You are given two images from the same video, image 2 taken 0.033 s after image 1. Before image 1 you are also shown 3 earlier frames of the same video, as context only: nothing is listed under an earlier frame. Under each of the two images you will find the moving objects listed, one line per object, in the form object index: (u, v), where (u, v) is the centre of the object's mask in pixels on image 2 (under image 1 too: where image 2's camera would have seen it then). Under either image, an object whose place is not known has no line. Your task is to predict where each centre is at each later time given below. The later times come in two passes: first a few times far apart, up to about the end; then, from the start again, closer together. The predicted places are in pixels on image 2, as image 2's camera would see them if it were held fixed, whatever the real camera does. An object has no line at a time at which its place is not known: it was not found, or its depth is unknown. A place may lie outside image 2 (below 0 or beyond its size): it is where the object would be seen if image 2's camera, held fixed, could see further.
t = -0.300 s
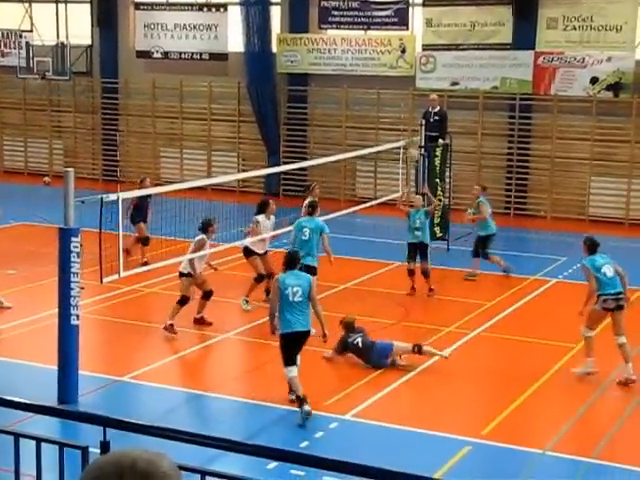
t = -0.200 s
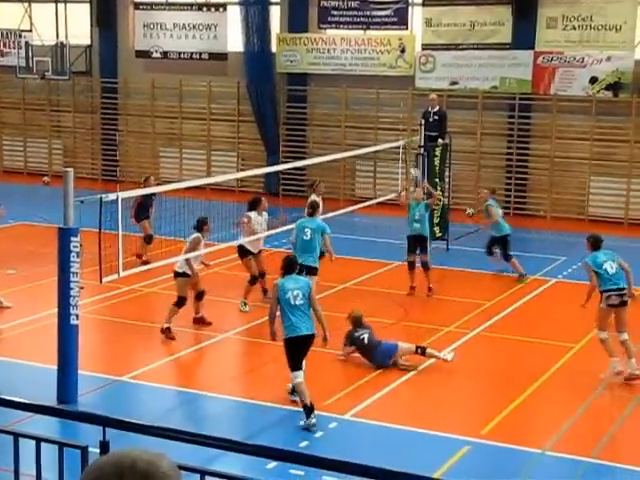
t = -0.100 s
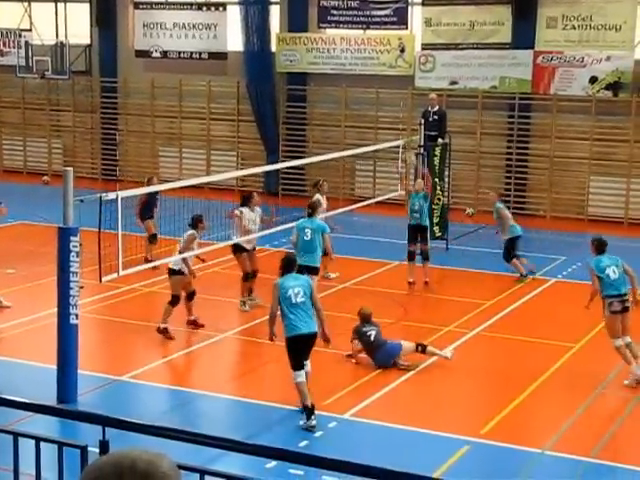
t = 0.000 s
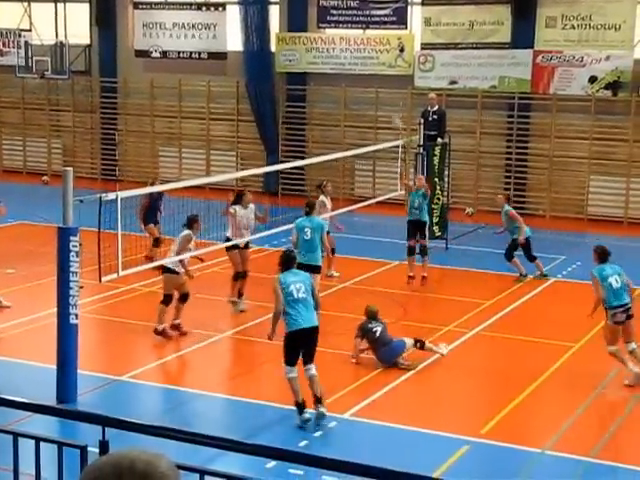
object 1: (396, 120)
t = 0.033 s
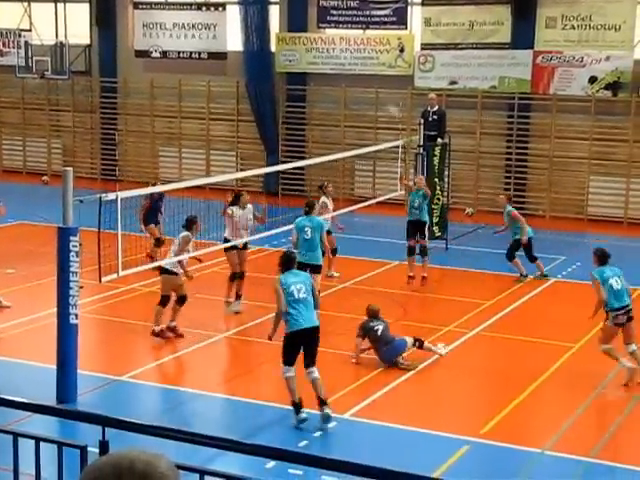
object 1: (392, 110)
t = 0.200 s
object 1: (367, 69)
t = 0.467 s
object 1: (326, 40)
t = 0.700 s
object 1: (284, 56)
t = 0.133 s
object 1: (378, 83)
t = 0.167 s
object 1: (375, 76)
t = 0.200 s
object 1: (367, 69)
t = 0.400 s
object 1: (337, 44)
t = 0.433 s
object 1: (331, 40)
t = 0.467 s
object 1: (326, 40)
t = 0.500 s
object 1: (321, 41)
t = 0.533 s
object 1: (316, 42)
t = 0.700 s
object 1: (284, 56)
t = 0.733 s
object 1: (279, 59)
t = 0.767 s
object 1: (271, 65)
